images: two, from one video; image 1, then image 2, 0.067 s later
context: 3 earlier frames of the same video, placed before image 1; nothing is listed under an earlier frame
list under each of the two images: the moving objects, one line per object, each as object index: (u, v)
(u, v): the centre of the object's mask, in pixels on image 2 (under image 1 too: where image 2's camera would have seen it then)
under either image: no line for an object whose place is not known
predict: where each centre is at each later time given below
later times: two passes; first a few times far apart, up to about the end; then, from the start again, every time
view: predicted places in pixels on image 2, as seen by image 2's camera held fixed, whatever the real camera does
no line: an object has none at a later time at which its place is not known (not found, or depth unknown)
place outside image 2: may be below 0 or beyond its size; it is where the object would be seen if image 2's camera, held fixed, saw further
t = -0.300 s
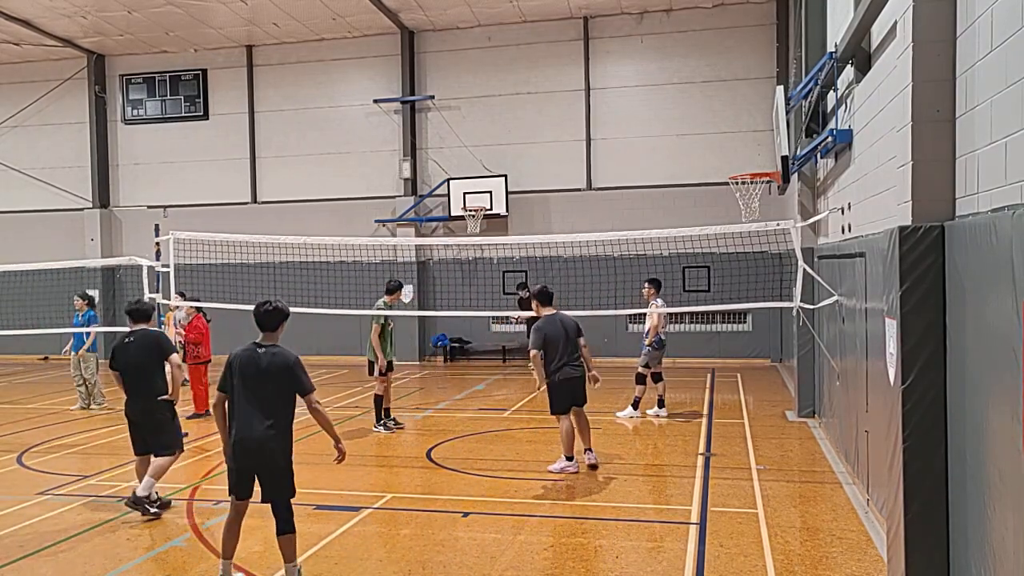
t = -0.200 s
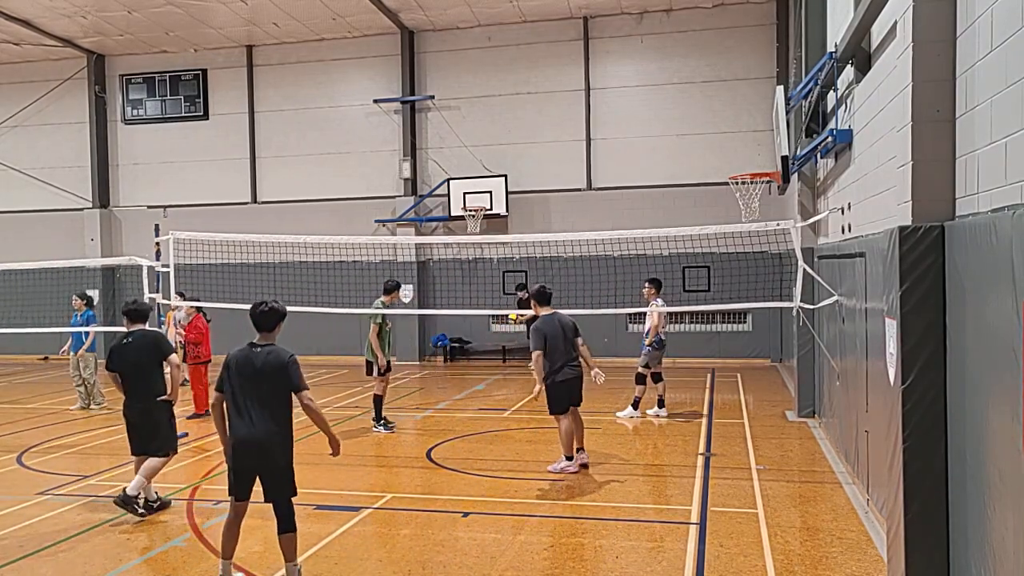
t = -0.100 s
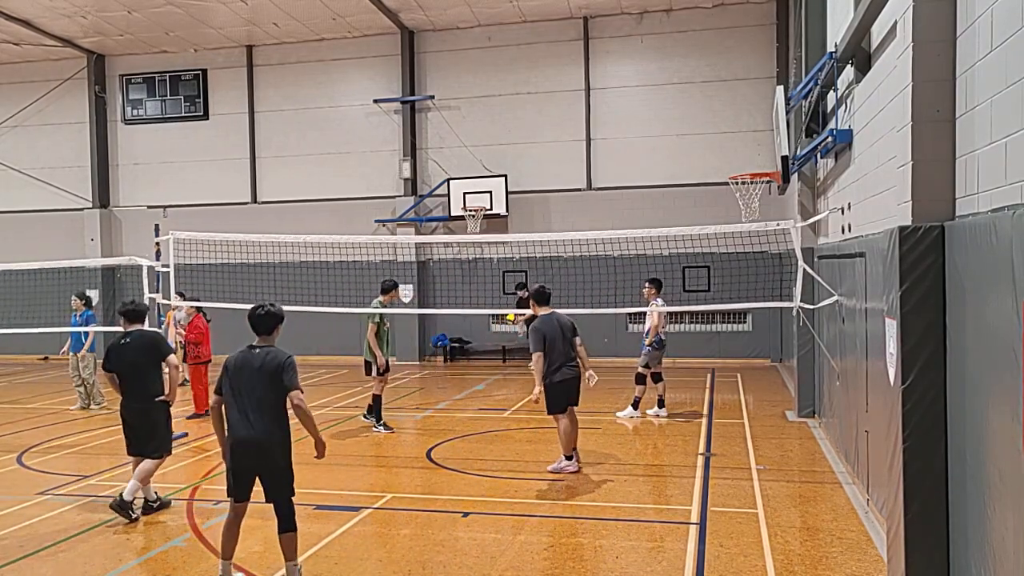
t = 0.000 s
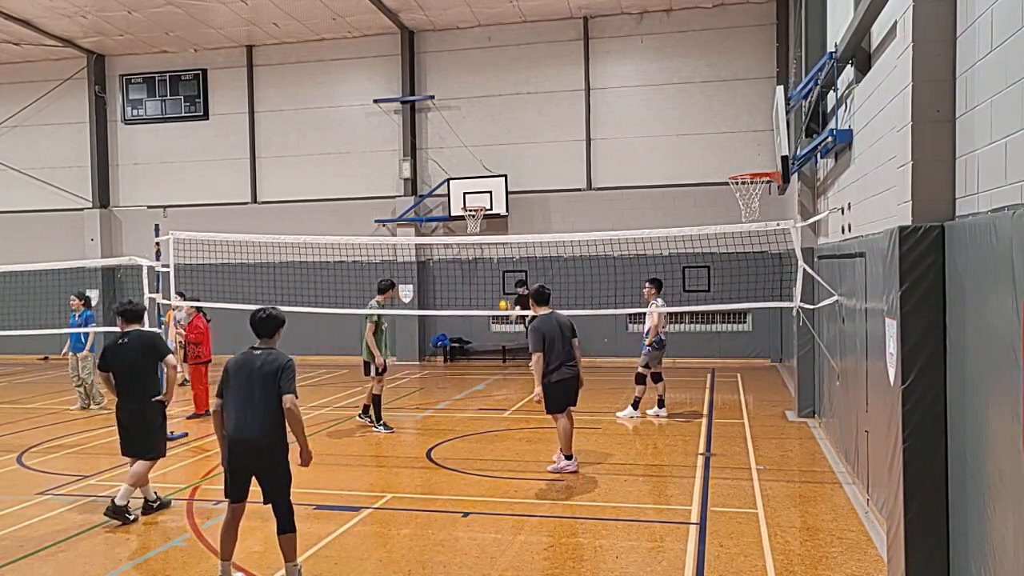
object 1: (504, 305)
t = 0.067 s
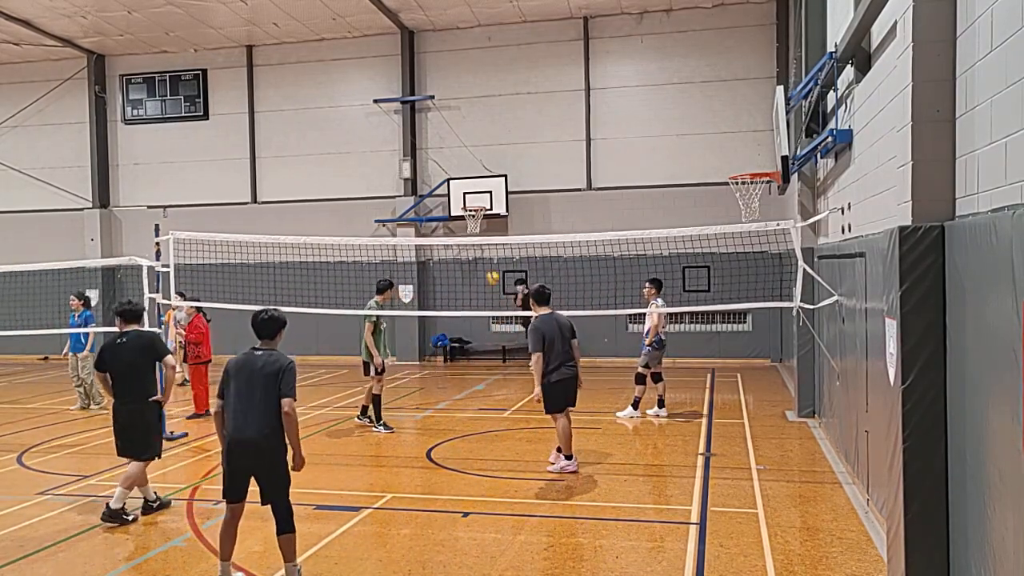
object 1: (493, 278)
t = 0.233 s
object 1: (460, 211)
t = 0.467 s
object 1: (409, 133)
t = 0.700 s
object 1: (344, 82)
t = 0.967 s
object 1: (252, 67)
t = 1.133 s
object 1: (184, 91)
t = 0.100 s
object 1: (486, 263)
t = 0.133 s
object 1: (480, 250)
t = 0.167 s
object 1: (473, 234)
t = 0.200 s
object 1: (466, 223)
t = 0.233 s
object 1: (460, 211)
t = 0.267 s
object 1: (453, 198)
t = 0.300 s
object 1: (447, 186)
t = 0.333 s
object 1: (440, 174)
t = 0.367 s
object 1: (433, 163)
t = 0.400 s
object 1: (426, 152)
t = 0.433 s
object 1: (417, 143)
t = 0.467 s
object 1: (409, 133)
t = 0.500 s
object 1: (401, 124)
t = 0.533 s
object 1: (392, 115)
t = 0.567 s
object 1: (382, 107)
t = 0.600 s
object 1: (374, 100)
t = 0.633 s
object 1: (364, 93)
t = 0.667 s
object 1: (354, 87)
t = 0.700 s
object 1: (344, 82)
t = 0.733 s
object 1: (334, 77)
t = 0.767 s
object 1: (323, 73)
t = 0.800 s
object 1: (313, 70)
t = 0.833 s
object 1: (301, 67)
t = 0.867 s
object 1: (289, 66)
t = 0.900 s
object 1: (277, 66)
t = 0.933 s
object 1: (265, 66)
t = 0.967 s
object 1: (252, 67)
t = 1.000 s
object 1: (240, 70)
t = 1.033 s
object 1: (227, 73)
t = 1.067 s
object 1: (212, 78)
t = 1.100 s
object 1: (198, 84)
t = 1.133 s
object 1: (184, 91)
